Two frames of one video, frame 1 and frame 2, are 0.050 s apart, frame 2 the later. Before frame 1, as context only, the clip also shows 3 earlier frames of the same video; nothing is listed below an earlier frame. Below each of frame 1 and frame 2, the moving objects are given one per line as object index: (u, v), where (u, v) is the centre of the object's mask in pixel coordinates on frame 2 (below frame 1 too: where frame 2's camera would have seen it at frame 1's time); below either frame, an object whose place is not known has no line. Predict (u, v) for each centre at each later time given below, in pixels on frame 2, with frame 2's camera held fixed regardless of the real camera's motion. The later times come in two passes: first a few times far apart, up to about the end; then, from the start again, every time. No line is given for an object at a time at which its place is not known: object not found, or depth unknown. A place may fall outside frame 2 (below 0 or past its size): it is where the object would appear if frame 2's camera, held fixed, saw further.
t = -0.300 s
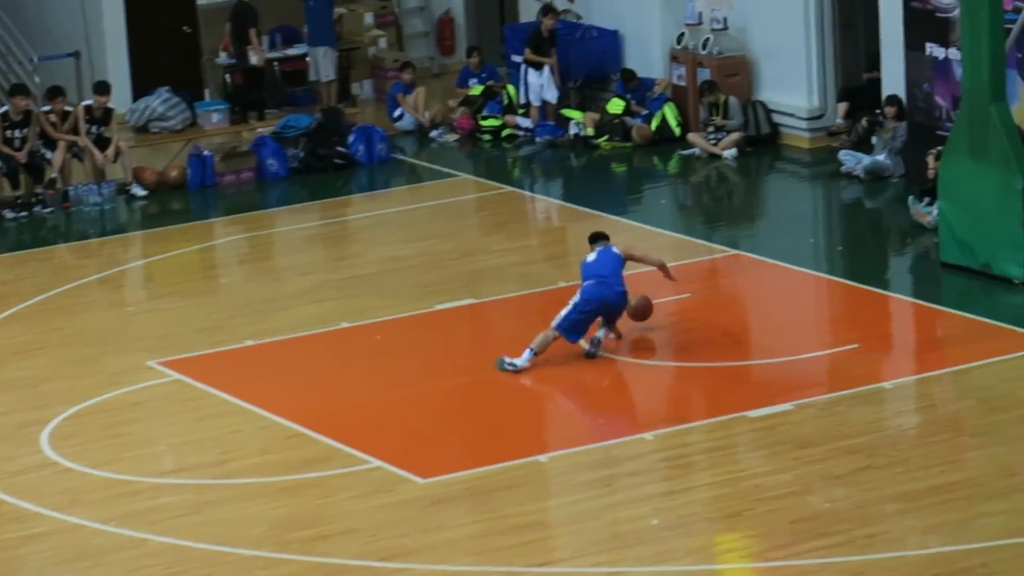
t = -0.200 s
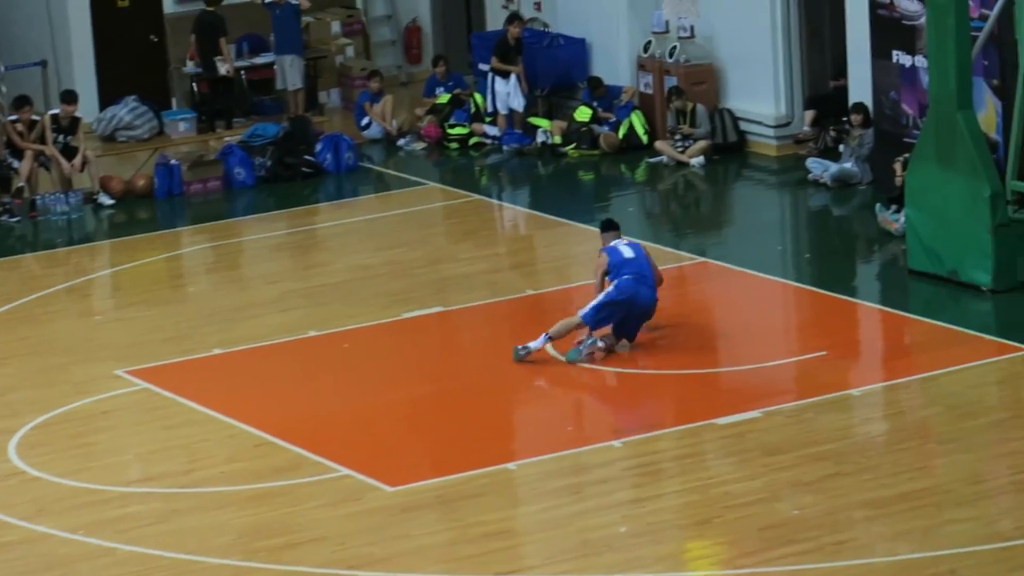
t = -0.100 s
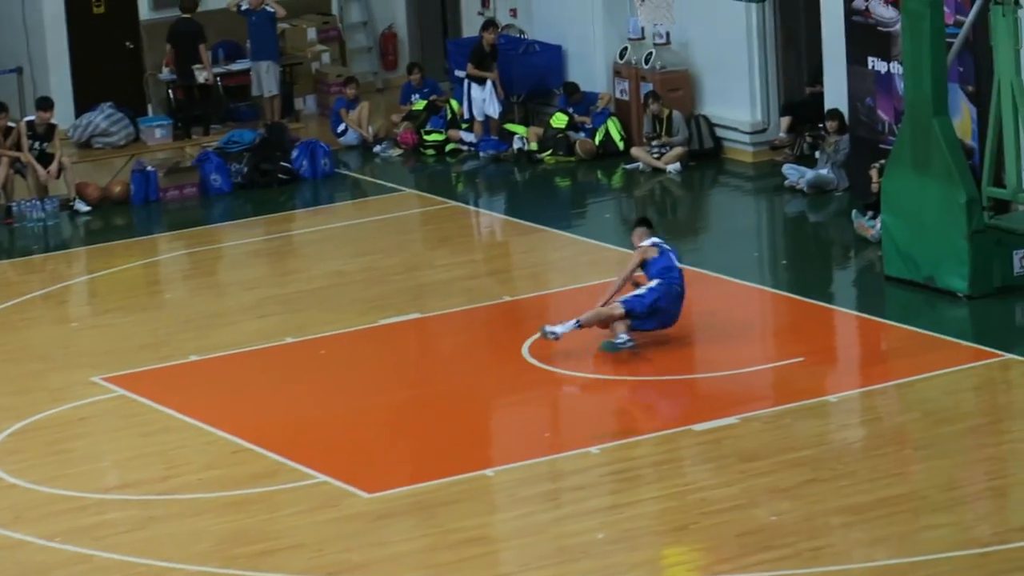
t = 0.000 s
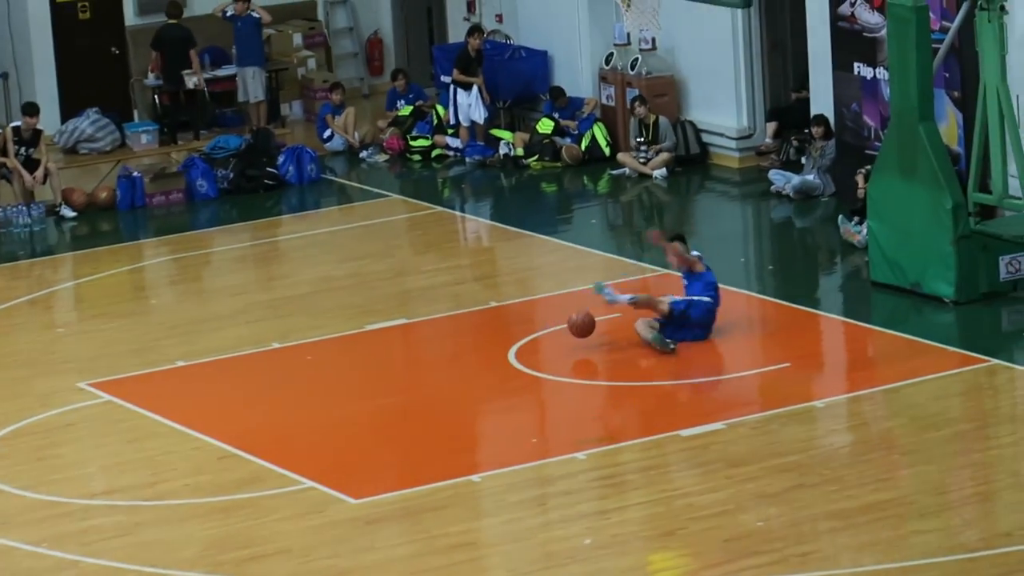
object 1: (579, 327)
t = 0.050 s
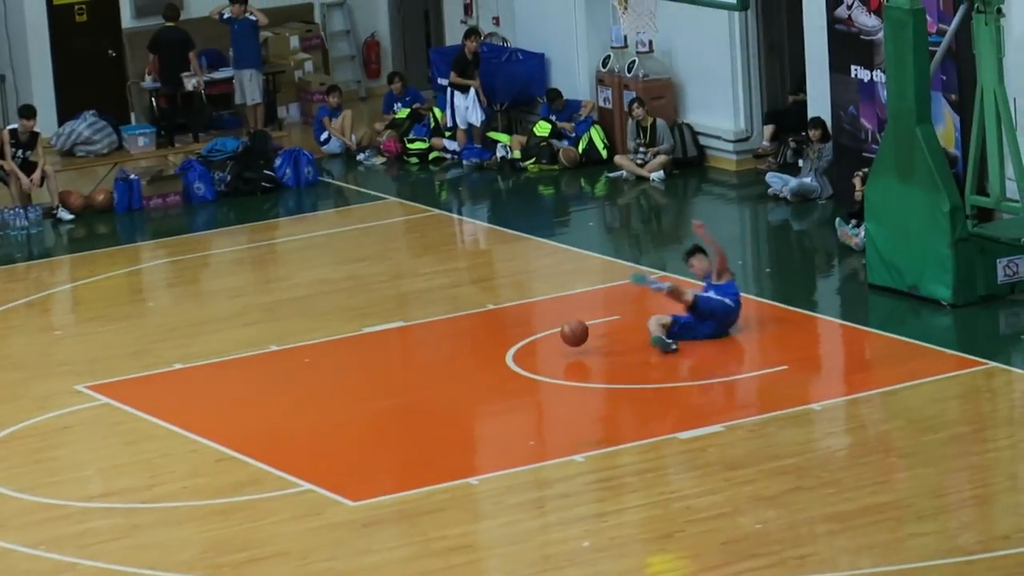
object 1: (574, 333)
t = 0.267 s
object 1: (553, 344)
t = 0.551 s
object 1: (526, 364)
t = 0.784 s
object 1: (505, 377)
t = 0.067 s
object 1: (573, 336)
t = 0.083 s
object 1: (571, 338)
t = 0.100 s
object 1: (570, 342)
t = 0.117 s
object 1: (569, 343)
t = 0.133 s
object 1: (567, 341)
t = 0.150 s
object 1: (565, 341)
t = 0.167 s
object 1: (563, 340)
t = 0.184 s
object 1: (561, 340)
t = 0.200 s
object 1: (560, 340)
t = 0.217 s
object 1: (558, 341)
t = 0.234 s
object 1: (556, 341)
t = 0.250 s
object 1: (555, 342)
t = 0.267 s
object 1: (553, 344)
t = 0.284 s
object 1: (552, 345)
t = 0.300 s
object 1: (550, 348)
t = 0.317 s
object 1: (548, 350)
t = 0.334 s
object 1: (547, 354)
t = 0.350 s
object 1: (546, 356)
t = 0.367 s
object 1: (544, 355)
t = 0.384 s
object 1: (543, 354)
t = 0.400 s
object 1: (541, 354)
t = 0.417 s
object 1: (539, 353)
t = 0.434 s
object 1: (537, 353)
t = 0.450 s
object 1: (536, 354)
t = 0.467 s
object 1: (533, 355)
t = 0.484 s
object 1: (532, 356)
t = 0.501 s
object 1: (531, 357)
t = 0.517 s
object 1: (529, 359)
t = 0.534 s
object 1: (527, 361)
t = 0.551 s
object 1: (526, 364)
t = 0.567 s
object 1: (524, 366)
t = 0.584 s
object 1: (523, 367)
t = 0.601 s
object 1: (522, 367)
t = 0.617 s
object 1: (519, 367)
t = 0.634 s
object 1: (518, 367)
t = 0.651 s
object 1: (517, 367)
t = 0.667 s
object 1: (515, 368)
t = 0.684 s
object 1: (514, 369)
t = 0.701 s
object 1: (512, 371)
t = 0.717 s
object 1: (511, 374)
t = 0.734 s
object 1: (510, 376)
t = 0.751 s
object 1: (508, 376)
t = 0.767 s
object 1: (506, 376)
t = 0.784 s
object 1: (505, 377)
